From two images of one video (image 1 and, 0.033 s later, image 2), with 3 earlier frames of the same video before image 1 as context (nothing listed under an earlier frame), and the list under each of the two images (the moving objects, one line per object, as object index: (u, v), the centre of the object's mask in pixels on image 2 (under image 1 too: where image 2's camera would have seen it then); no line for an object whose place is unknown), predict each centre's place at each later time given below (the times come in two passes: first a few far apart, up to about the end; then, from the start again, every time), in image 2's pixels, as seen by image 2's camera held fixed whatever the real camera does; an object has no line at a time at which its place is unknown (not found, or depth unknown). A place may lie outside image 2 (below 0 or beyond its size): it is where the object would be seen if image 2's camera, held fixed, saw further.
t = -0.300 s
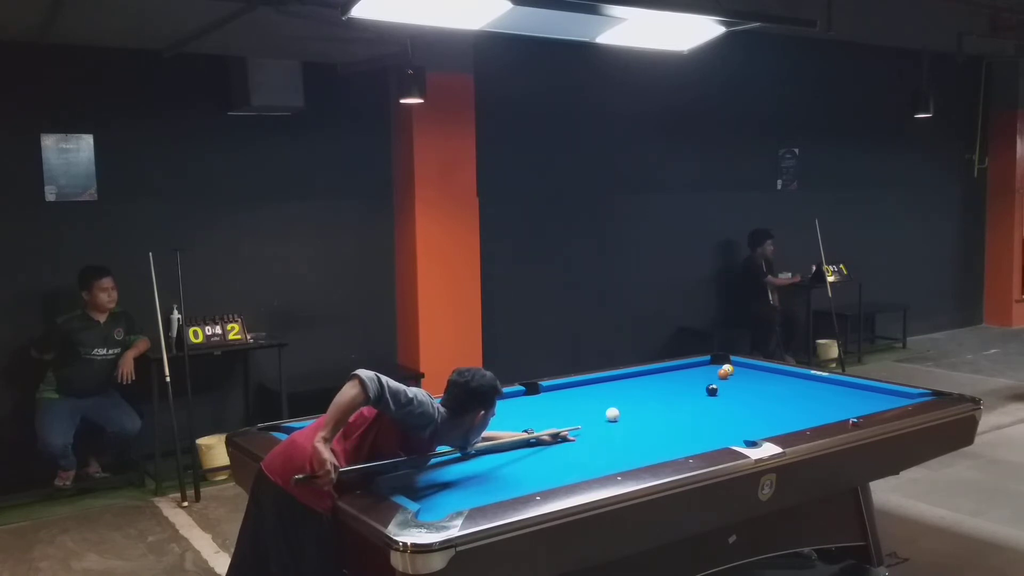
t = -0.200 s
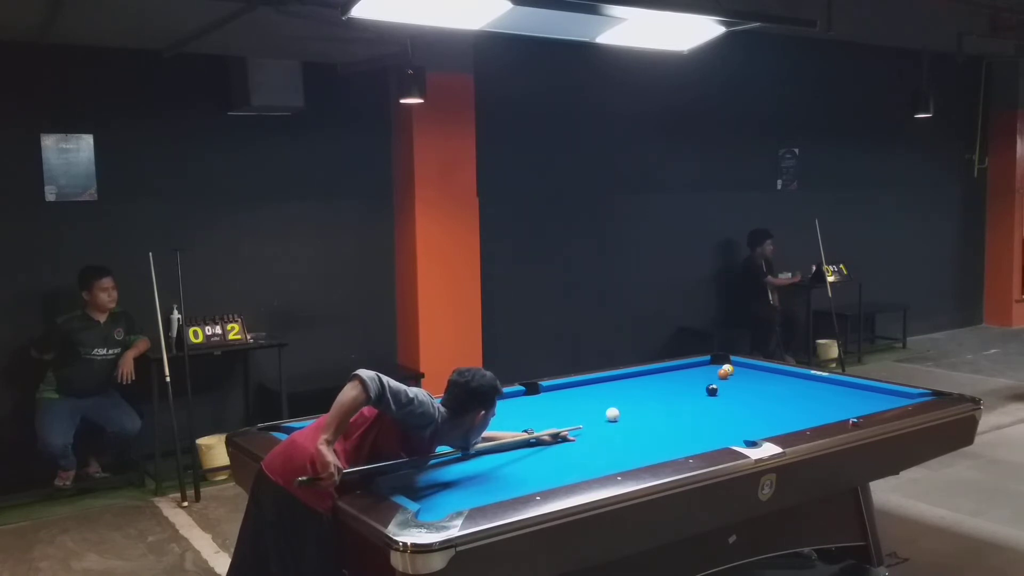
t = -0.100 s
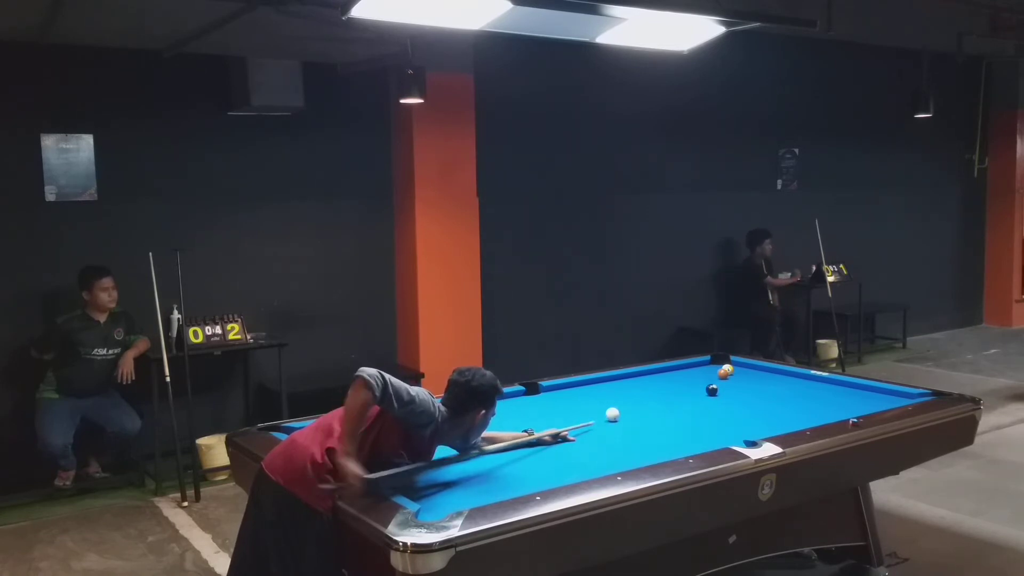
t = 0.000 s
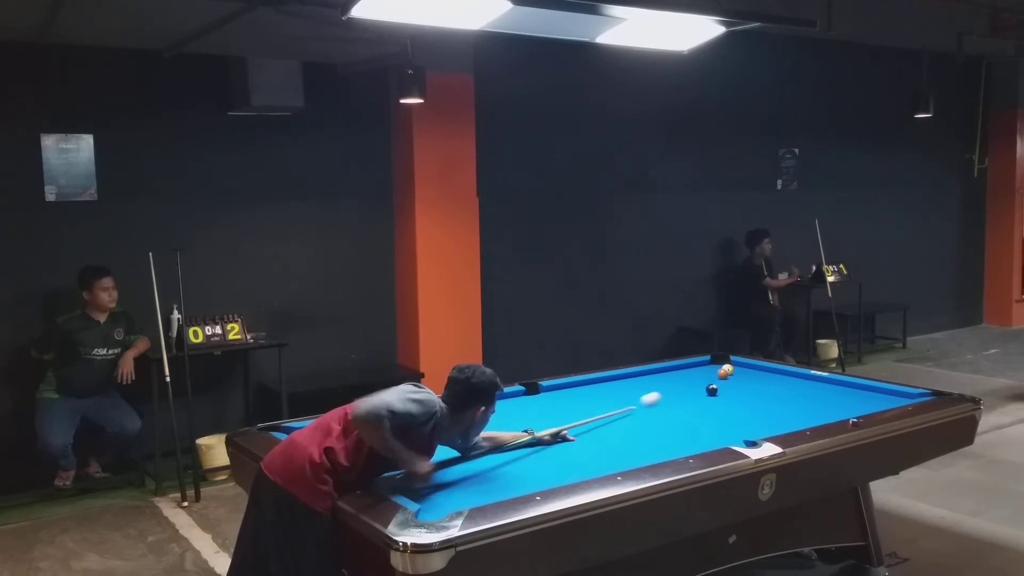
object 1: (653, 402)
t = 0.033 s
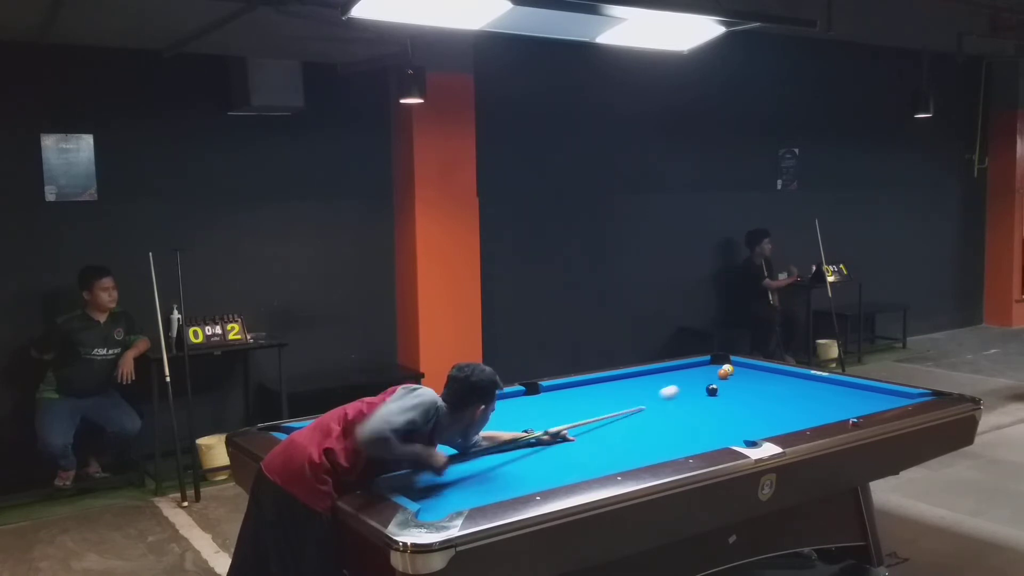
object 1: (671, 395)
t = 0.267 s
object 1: (696, 371)
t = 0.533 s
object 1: (683, 369)
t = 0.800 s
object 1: (693, 374)
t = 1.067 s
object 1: (704, 379)
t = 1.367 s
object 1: (716, 385)
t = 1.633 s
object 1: (727, 390)
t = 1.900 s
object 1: (737, 395)
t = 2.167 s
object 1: (747, 400)
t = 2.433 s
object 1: (757, 405)
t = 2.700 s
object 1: (766, 410)
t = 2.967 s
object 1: (775, 415)
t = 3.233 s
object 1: (784, 420)
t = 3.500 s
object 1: (792, 423)
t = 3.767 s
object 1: (792, 424)
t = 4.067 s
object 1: (782, 424)
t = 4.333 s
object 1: (773, 424)
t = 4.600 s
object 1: (767, 424)
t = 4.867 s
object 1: (762, 423)
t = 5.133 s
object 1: (758, 423)
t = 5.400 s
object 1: (756, 423)
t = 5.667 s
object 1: (755, 423)
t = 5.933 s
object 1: (755, 423)
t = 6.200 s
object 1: (755, 422)
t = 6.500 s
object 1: (755, 423)
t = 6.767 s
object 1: (755, 423)
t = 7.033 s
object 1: (755, 423)
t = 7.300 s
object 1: (755, 423)
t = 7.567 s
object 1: (755, 422)
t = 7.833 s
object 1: (755, 423)
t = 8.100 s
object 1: (755, 422)
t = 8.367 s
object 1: (755, 422)
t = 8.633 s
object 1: (755, 423)
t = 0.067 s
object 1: (686, 385)
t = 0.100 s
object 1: (702, 379)
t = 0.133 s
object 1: (714, 375)
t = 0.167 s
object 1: (709, 373)
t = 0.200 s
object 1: (704, 372)
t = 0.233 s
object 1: (700, 371)
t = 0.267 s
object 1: (696, 371)
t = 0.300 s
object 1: (692, 370)
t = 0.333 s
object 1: (688, 369)
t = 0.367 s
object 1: (684, 368)
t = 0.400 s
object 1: (681, 367)
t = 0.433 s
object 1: (679, 367)
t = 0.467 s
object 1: (680, 368)
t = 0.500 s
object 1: (681, 368)
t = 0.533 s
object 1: (683, 369)
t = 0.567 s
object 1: (684, 369)
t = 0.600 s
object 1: (685, 370)
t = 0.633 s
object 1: (687, 371)
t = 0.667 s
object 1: (688, 371)
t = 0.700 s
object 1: (689, 372)
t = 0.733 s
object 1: (691, 373)
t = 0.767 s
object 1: (692, 373)
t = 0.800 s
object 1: (693, 374)
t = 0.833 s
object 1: (695, 374)
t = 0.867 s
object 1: (696, 375)
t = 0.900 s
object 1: (697, 376)
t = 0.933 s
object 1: (699, 376)
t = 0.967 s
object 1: (700, 377)
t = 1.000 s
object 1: (701, 378)
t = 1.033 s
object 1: (703, 378)
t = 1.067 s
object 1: (704, 379)
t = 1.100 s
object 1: (705, 380)
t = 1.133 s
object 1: (707, 380)
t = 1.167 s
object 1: (708, 381)
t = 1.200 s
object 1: (709, 381)
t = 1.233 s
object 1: (710, 382)
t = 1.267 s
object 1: (712, 383)
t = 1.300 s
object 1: (713, 383)
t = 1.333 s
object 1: (715, 384)
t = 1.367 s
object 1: (716, 385)
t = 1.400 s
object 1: (717, 385)
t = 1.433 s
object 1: (719, 386)
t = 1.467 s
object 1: (720, 387)
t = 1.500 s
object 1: (721, 387)
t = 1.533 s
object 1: (723, 388)
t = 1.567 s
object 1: (724, 389)
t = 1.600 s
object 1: (725, 389)
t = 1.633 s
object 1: (727, 390)
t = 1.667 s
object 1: (728, 391)
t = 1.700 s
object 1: (729, 391)
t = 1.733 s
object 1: (730, 392)
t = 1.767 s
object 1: (732, 393)
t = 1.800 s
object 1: (733, 393)
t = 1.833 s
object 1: (734, 394)
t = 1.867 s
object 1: (735, 395)
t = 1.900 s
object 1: (737, 395)
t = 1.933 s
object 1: (738, 396)
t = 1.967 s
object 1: (739, 396)
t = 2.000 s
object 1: (740, 397)
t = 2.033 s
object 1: (742, 398)
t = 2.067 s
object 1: (743, 398)
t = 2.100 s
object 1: (744, 399)
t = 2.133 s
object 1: (746, 400)
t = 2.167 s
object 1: (747, 400)
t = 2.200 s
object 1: (748, 401)
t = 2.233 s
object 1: (750, 402)
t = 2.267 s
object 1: (750, 402)
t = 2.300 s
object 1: (752, 403)
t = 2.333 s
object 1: (753, 403)
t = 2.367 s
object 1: (754, 404)
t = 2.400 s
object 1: (756, 405)
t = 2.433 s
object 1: (757, 405)
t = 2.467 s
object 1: (758, 406)
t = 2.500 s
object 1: (759, 406)
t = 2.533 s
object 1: (760, 407)
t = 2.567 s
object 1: (761, 408)
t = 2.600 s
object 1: (763, 408)
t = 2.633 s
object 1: (764, 409)
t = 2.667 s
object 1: (765, 410)
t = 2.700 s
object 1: (766, 410)
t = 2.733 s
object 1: (767, 411)
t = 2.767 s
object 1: (768, 411)
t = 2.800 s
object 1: (769, 412)
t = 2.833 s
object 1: (771, 413)
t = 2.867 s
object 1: (772, 413)
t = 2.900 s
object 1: (773, 414)
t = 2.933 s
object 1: (774, 414)
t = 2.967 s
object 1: (775, 415)
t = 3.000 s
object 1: (777, 416)
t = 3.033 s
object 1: (778, 416)
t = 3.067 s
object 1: (779, 417)
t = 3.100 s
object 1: (780, 418)
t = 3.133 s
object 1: (781, 418)
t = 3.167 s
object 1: (782, 419)
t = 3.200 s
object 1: (783, 419)
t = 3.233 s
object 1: (784, 420)
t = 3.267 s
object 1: (785, 420)
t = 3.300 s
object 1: (786, 421)
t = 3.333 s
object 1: (787, 421)
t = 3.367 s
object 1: (788, 422)
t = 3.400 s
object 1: (789, 422)
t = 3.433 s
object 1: (790, 422)
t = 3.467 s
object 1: (791, 422)
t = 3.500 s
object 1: (792, 423)
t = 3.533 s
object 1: (793, 423)
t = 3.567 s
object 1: (794, 423)
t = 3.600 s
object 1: (795, 424)
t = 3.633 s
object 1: (796, 424)
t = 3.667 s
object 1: (796, 424)
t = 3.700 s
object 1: (795, 424)
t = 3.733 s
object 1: (793, 424)
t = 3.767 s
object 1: (792, 424)
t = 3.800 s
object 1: (791, 424)
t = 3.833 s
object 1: (790, 424)
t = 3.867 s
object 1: (788, 424)
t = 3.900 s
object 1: (787, 424)
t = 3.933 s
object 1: (786, 424)
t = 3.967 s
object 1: (785, 424)
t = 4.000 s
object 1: (784, 424)
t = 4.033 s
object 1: (783, 424)
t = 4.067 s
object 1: (782, 424)
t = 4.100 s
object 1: (780, 424)
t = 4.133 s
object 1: (779, 424)
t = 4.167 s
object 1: (778, 424)
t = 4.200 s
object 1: (777, 424)
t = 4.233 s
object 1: (776, 424)
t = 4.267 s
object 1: (775, 424)
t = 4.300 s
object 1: (774, 424)
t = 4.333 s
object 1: (773, 424)
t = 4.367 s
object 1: (773, 424)
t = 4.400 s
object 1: (772, 424)
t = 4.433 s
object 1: (771, 424)
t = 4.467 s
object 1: (770, 424)
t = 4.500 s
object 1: (769, 424)
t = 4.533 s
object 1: (768, 424)
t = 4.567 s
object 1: (768, 424)
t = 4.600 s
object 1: (767, 424)
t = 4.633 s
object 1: (766, 424)
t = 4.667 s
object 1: (765, 424)
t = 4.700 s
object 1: (765, 424)
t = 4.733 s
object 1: (764, 424)
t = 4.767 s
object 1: (764, 424)
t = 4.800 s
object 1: (763, 423)
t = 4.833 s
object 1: (762, 423)
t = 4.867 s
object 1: (762, 423)
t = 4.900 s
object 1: (761, 423)
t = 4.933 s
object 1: (761, 423)
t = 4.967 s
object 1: (760, 423)
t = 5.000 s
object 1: (760, 423)
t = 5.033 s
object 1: (759, 423)
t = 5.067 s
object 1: (759, 423)
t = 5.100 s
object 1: (759, 423)
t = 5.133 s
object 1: (758, 423)
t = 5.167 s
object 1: (758, 423)
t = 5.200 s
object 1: (758, 423)
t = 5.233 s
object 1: (757, 423)
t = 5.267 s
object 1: (757, 423)
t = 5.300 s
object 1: (757, 423)
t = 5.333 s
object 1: (757, 423)
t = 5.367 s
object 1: (756, 423)
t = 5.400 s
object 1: (756, 423)
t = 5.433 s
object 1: (756, 423)
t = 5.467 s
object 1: (756, 423)
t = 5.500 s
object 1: (756, 423)
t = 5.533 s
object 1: (756, 423)
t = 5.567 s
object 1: (755, 423)
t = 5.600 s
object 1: (755, 423)
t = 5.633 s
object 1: (755, 423)
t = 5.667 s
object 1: (755, 423)
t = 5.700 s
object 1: (755, 423)
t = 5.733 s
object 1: (755, 423)
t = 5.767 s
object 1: (755, 423)
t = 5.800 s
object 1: (755, 423)
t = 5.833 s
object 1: (755, 422)
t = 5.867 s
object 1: (755, 422)
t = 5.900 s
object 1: (755, 422)
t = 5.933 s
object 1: (755, 423)
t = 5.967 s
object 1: (755, 423)
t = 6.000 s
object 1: (755, 422)
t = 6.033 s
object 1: (755, 422)
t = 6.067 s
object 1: (755, 423)
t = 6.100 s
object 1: (755, 422)
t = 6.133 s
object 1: (755, 423)
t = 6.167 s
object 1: (755, 422)
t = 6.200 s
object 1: (755, 422)
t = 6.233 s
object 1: (755, 423)
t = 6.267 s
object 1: (755, 422)
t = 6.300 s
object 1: (755, 423)
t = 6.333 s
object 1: (755, 422)
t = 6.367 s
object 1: (755, 423)
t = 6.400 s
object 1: (755, 423)
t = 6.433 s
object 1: (755, 423)
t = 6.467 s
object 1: (755, 423)
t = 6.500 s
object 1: (755, 423)
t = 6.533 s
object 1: (755, 423)
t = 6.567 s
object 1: (755, 423)
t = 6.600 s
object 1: (755, 423)
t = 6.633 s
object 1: (755, 423)
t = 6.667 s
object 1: (755, 423)
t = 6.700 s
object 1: (755, 423)
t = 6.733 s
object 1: (755, 423)
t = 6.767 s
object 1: (755, 423)
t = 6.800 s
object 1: (755, 423)
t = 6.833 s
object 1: (755, 423)
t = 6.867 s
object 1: (755, 423)
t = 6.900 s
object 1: (755, 423)
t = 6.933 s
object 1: (755, 423)
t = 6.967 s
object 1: (755, 423)
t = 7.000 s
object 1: (755, 423)
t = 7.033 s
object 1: (755, 423)
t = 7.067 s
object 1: (755, 423)
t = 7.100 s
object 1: (755, 423)
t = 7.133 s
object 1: (755, 423)
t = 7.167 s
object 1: (755, 423)
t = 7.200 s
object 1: (755, 423)
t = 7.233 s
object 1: (755, 423)
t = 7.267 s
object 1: (755, 423)
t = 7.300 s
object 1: (755, 423)
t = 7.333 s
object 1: (755, 423)
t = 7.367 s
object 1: (755, 423)
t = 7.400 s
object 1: (755, 423)
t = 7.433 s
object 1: (755, 423)
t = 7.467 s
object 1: (755, 422)
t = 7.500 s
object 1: (755, 422)
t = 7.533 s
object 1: (755, 422)
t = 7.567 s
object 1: (755, 422)
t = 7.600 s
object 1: (755, 422)
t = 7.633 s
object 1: (755, 422)
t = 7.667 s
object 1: (755, 422)
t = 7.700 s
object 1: (755, 422)
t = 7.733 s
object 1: (755, 422)
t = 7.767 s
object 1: (755, 423)
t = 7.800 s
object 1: (755, 423)
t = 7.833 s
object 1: (755, 423)
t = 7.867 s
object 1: (755, 423)
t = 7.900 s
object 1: (755, 422)
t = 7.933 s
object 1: (755, 422)
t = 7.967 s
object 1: (755, 422)
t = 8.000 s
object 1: (755, 422)
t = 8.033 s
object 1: (755, 422)
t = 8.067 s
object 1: (755, 422)
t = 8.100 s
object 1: (755, 422)
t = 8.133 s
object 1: (755, 422)
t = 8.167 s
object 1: (755, 422)
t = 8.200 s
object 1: (755, 422)
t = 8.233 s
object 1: (755, 422)
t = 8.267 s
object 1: (755, 422)
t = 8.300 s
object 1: (755, 422)
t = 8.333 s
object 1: (755, 422)
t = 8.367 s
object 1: (755, 422)
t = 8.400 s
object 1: (755, 422)
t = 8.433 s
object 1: (755, 422)
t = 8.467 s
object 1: (755, 422)
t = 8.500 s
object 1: (755, 423)
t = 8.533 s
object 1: (755, 422)
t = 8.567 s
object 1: (755, 423)
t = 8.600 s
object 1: (755, 423)
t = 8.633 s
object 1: (755, 423)
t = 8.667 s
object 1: (755, 423)
